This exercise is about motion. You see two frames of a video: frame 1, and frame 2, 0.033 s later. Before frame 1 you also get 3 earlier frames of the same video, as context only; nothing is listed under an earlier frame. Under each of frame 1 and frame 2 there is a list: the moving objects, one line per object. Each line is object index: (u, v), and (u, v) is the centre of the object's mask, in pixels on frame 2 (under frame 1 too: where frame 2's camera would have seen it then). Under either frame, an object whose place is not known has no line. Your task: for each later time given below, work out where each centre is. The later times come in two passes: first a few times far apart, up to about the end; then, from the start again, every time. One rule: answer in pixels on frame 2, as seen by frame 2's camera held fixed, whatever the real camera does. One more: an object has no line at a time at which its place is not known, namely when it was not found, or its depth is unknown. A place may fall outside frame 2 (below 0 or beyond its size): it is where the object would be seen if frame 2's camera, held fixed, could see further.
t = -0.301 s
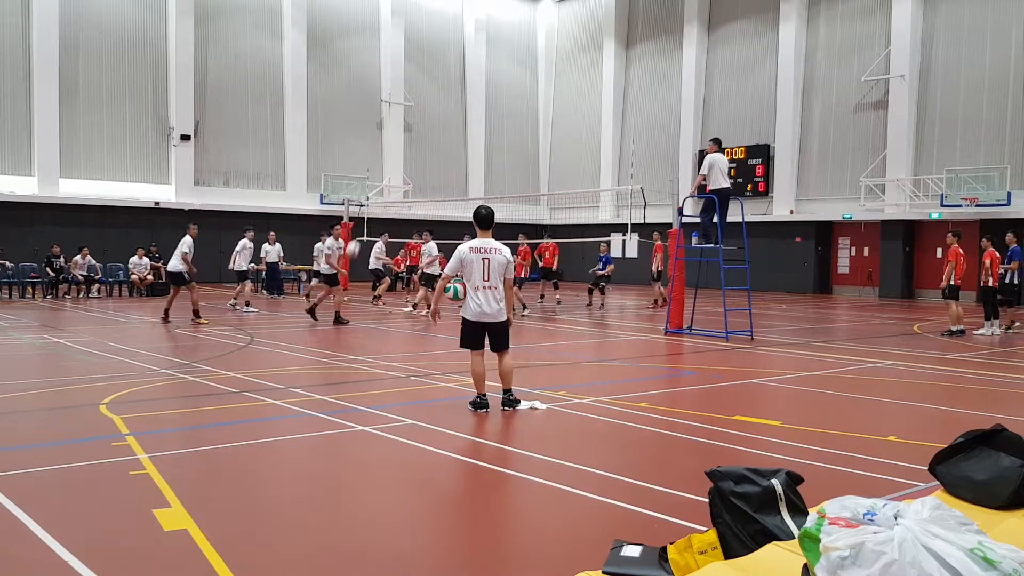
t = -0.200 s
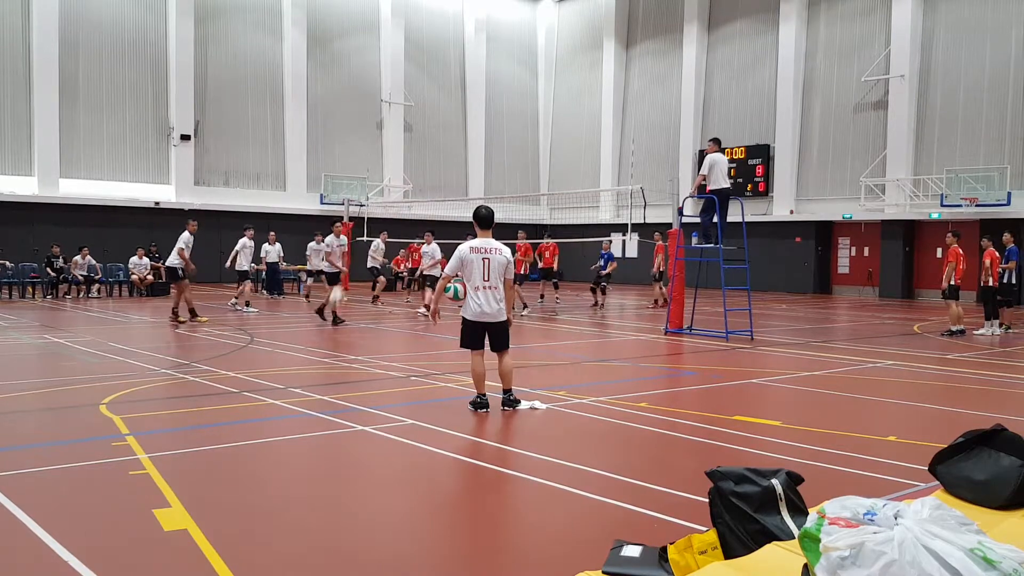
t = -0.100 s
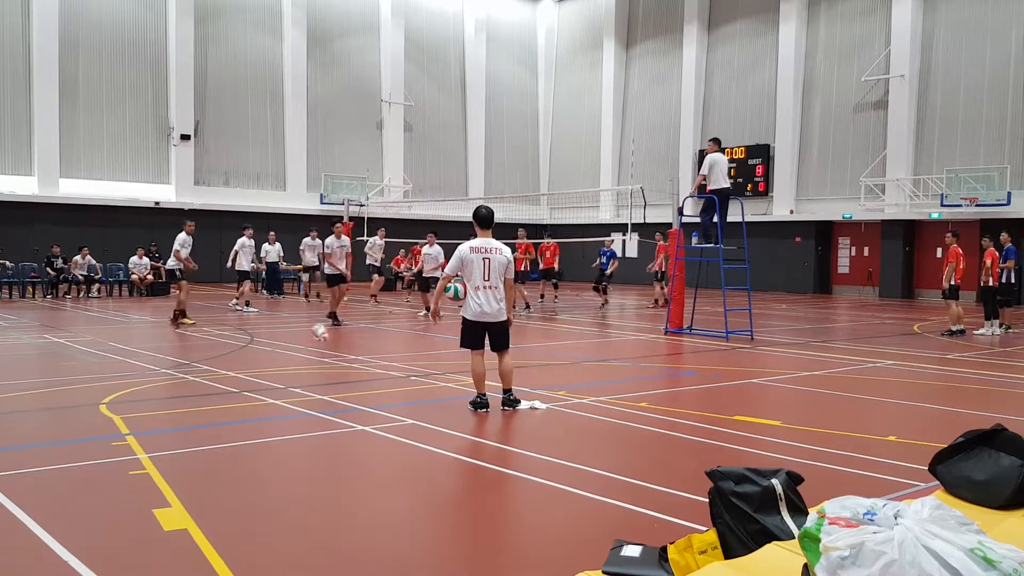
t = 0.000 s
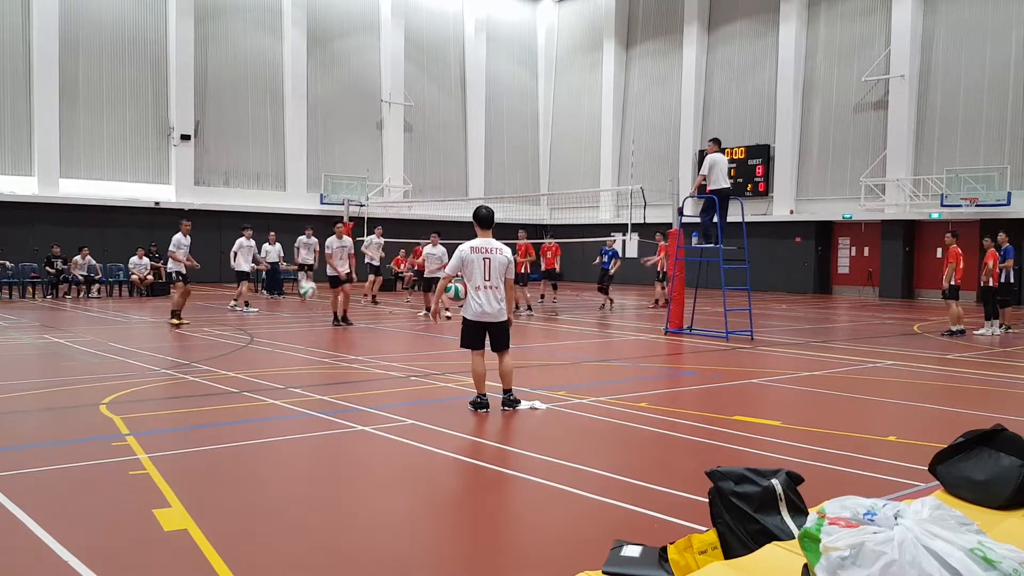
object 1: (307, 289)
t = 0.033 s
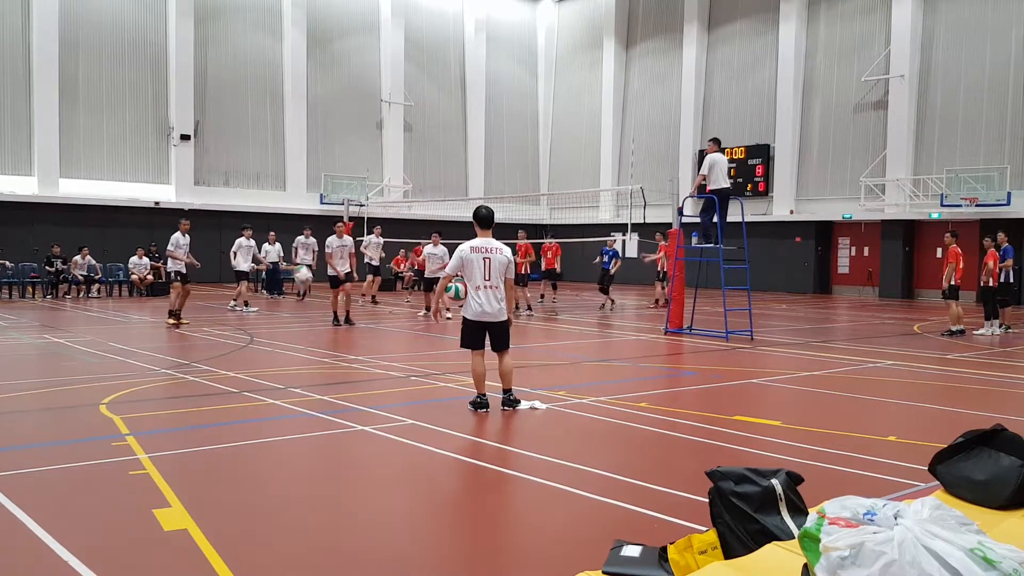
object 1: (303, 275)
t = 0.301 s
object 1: (253, 187)
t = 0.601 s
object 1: (164, 161)
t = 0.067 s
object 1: (298, 262)
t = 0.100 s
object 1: (291, 248)
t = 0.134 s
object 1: (287, 237)
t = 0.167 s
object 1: (281, 226)
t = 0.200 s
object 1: (275, 218)
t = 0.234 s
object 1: (268, 207)
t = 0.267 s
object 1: (260, 195)
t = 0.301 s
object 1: (253, 187)
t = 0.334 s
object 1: (245, 180)
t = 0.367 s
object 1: (236, 173)
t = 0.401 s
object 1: (228, 167)
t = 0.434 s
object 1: (219, 163)
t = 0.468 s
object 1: (210, 160)
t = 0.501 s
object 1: (199, 158)
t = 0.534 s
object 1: (189, 157)
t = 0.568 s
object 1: (176, 159)
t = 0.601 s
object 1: (164, 161)
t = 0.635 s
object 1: (152, 166)
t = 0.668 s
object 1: (137, 172)
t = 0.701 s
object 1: (121, 182)
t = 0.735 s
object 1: (105, 198)
